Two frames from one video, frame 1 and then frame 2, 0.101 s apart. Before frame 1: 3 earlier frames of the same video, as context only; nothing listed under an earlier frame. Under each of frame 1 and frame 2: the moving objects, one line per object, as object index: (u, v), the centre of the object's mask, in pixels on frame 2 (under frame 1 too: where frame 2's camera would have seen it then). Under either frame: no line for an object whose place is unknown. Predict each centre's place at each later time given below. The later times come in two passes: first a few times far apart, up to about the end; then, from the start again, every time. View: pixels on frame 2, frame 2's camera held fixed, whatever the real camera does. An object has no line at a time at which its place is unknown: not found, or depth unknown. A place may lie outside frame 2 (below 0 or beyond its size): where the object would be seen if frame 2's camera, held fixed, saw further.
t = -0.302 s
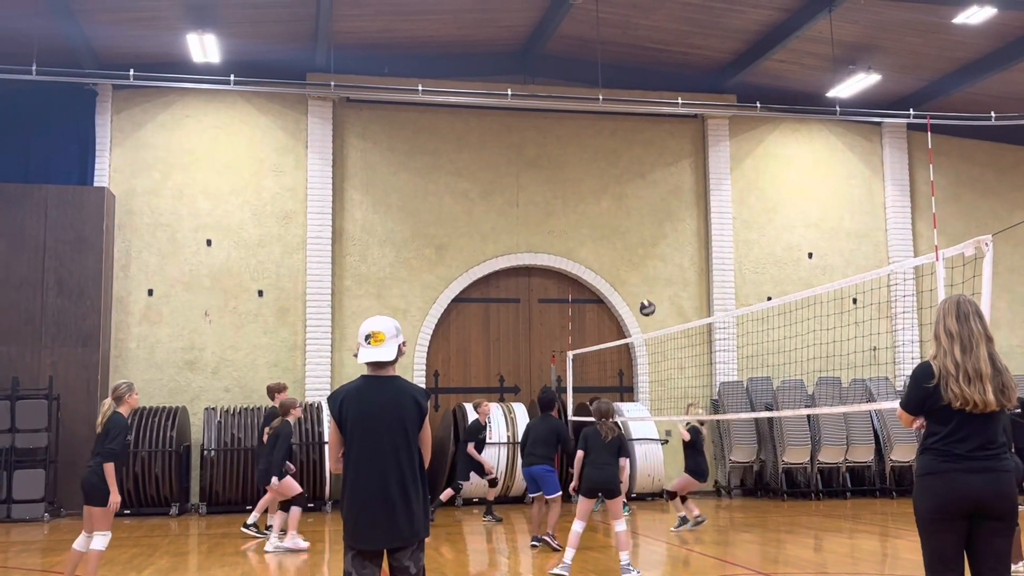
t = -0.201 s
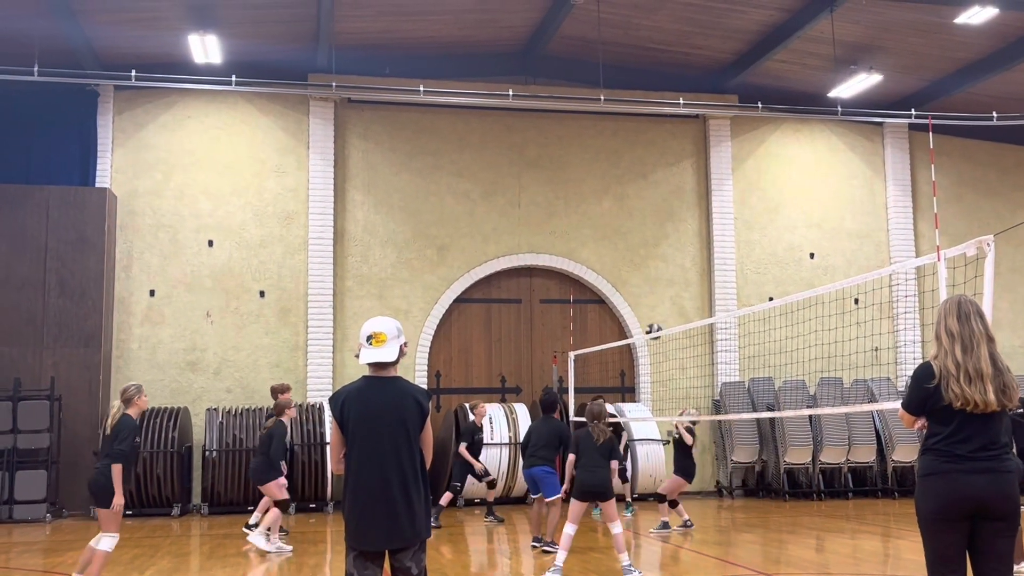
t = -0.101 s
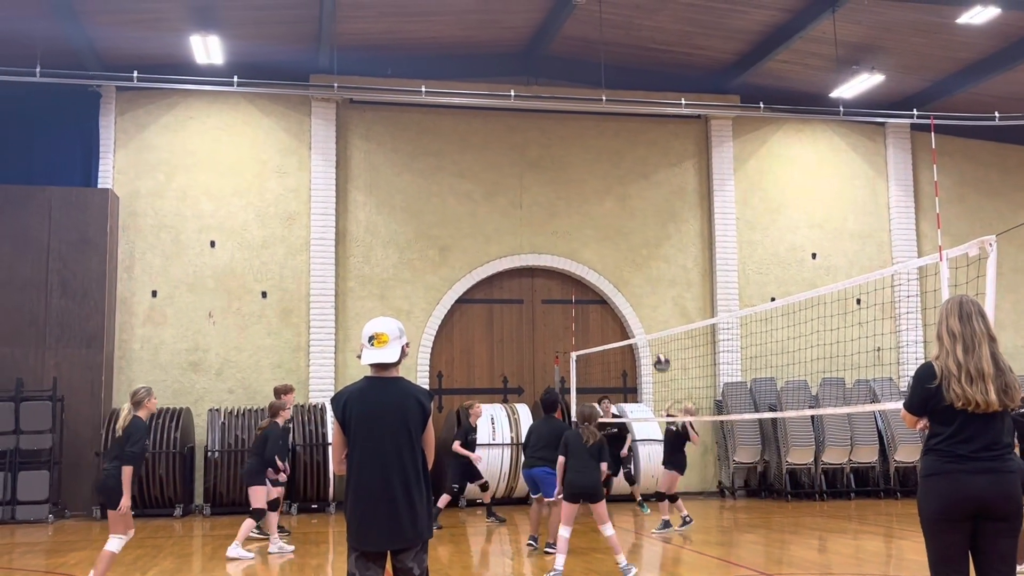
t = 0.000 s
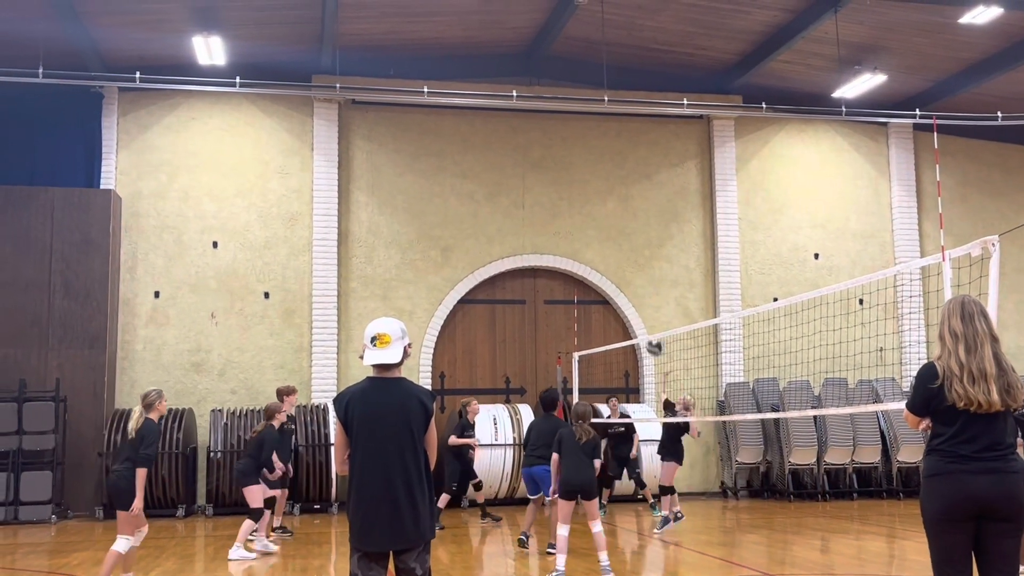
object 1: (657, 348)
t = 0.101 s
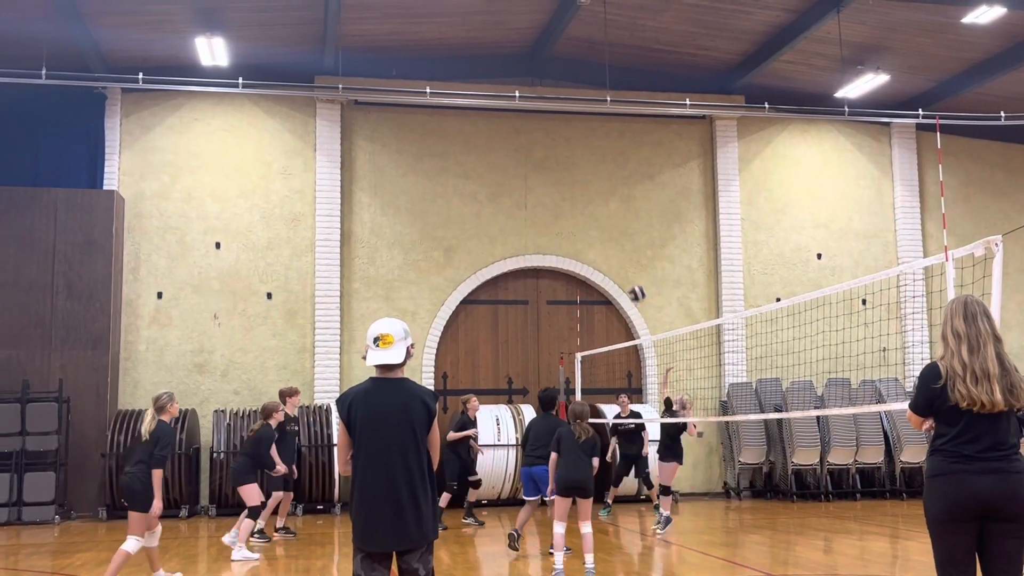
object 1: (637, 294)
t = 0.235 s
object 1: (609, 234)
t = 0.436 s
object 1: (568, 172)
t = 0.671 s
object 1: (519, 138)
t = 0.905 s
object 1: (469, 151)
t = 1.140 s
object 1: (417, 215)
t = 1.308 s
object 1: (381, 295)
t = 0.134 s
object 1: (630, 277)
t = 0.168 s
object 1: (623, 262)
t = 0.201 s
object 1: (616, 247)
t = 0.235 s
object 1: (609, 234)
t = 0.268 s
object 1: (602, 221)
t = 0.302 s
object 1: (596, 210)
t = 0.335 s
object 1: (589, 199)
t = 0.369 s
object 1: (581, 189)
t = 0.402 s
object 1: (575, 180)
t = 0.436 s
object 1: (568, 172)
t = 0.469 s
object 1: (561, 164)
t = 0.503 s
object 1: (554, 157)
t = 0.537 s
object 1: (547, 152)
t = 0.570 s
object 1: (540, 147)
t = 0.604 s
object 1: (533, 144)
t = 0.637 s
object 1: (526, 140)
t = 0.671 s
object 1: (519, 138)
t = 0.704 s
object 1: (512, 138)
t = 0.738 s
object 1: (505, 137)
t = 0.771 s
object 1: (498, 138)
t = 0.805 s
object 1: (490, 140)
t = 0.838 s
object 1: (484, 143)
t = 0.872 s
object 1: (477, 146)
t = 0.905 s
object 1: (469, 151)
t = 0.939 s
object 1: (462, 157)
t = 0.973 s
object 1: (454, 164)
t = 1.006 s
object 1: (446, 172)
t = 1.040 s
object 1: (440, 181)
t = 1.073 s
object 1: (432, 191)
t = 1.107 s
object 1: (425, 203)
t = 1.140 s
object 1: (417, 215)
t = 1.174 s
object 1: (410, 228)
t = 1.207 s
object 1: (403, 244)
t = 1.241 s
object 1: (395, 259)
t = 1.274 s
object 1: (388, 276)
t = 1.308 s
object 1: (381, 295)
